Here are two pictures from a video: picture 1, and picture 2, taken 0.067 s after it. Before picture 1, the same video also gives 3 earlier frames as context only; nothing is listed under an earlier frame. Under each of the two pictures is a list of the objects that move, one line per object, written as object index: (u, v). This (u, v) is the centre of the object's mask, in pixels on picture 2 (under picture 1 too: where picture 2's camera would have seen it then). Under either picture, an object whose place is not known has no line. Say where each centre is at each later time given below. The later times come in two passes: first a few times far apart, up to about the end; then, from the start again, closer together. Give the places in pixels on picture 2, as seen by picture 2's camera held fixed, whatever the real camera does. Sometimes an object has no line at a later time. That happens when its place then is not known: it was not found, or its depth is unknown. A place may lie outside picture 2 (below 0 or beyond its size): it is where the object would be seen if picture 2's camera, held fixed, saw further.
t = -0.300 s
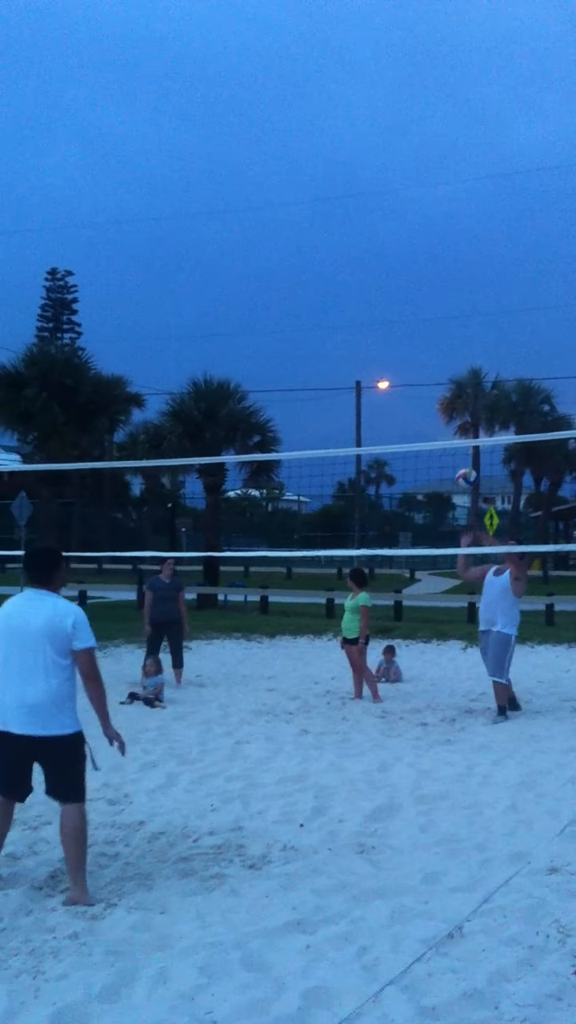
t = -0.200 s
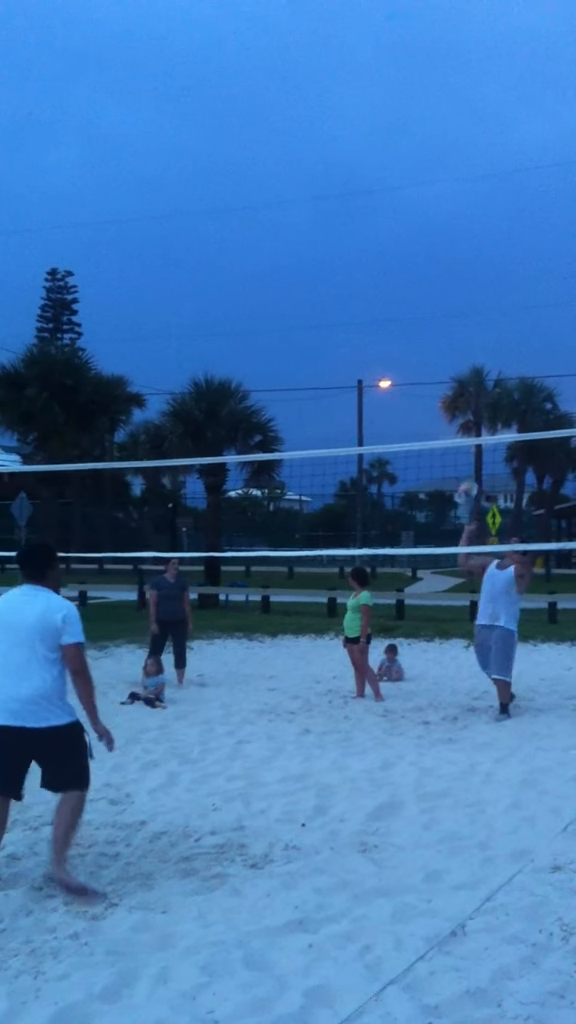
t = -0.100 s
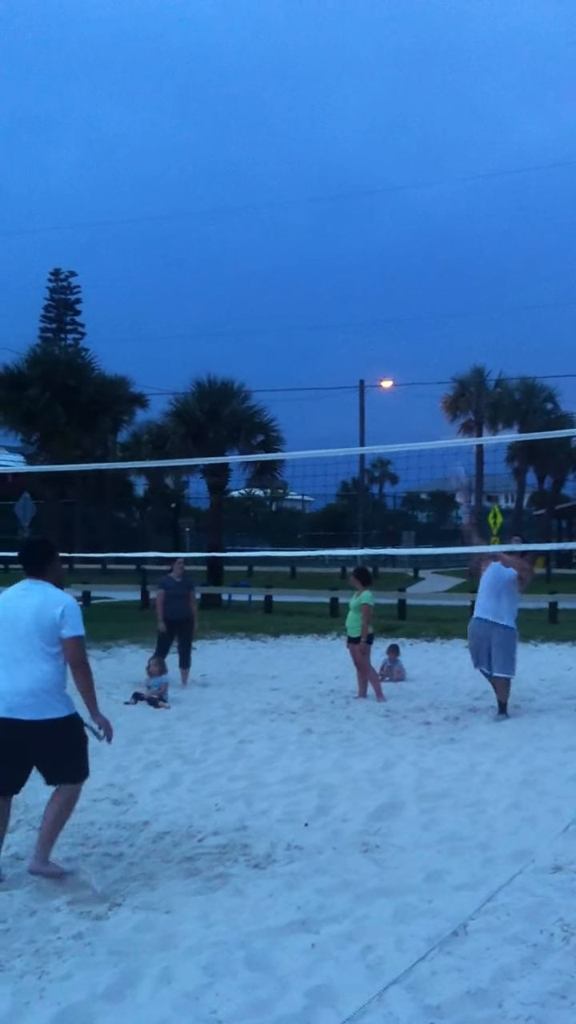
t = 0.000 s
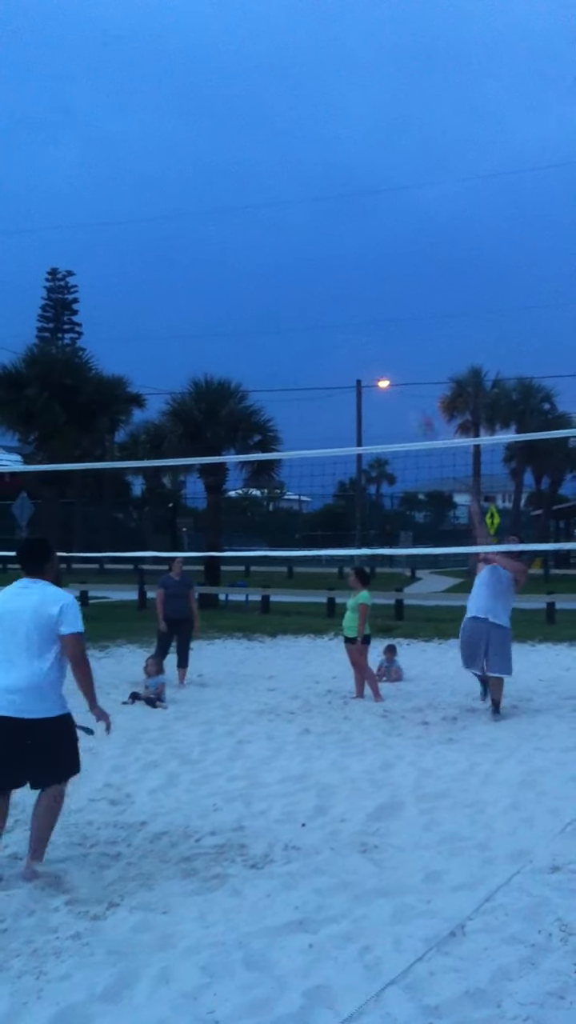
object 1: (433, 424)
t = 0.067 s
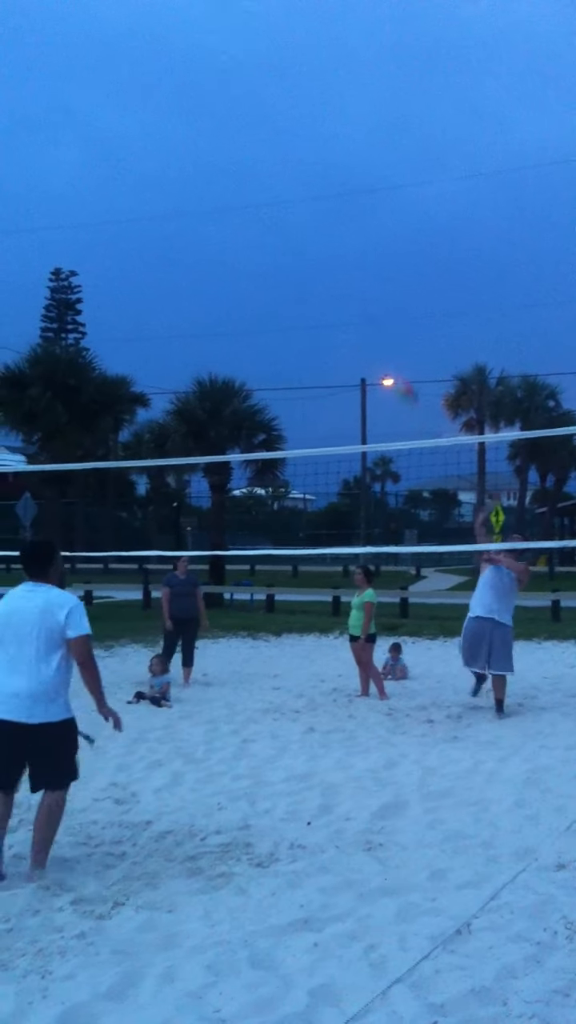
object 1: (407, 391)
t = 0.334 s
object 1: (305, 298)
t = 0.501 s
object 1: (243, 279)
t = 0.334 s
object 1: (305, 298)
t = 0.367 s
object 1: (292, 292)
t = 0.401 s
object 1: (280, 288)
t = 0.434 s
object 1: (267, 285)
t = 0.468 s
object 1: (257, 282)
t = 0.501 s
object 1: (243, 279)
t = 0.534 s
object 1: (231, 280)
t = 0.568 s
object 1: (218, 280)
